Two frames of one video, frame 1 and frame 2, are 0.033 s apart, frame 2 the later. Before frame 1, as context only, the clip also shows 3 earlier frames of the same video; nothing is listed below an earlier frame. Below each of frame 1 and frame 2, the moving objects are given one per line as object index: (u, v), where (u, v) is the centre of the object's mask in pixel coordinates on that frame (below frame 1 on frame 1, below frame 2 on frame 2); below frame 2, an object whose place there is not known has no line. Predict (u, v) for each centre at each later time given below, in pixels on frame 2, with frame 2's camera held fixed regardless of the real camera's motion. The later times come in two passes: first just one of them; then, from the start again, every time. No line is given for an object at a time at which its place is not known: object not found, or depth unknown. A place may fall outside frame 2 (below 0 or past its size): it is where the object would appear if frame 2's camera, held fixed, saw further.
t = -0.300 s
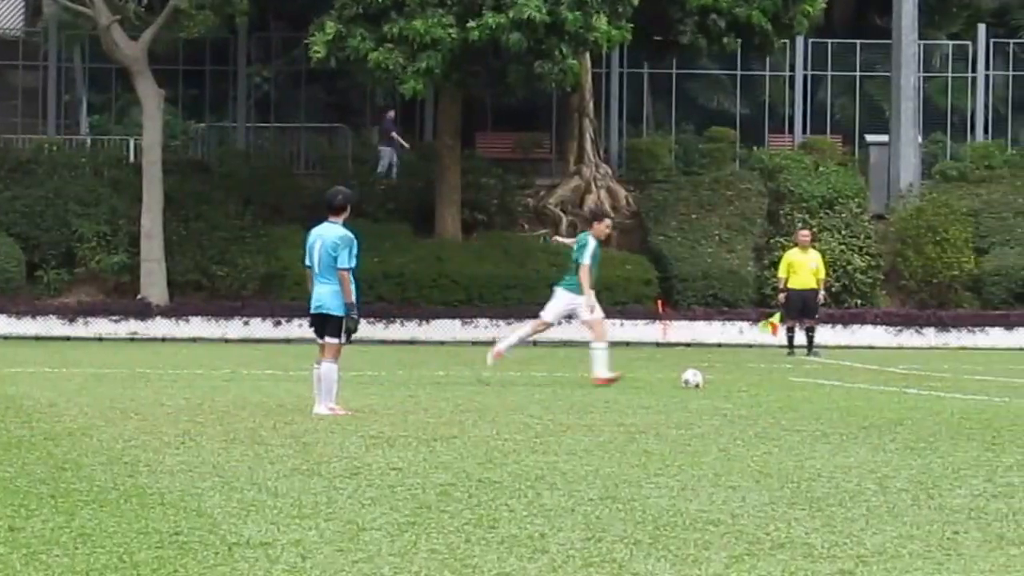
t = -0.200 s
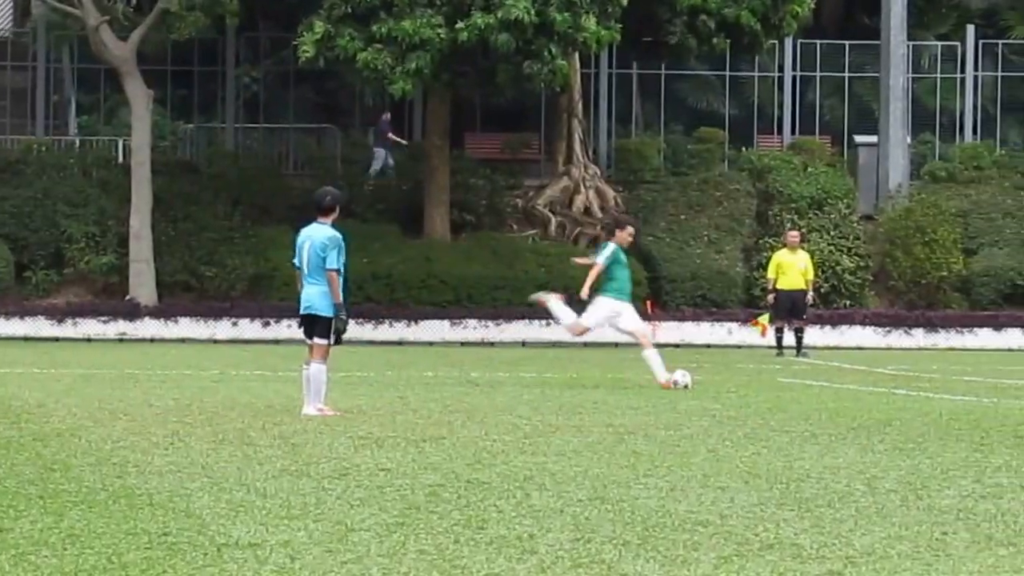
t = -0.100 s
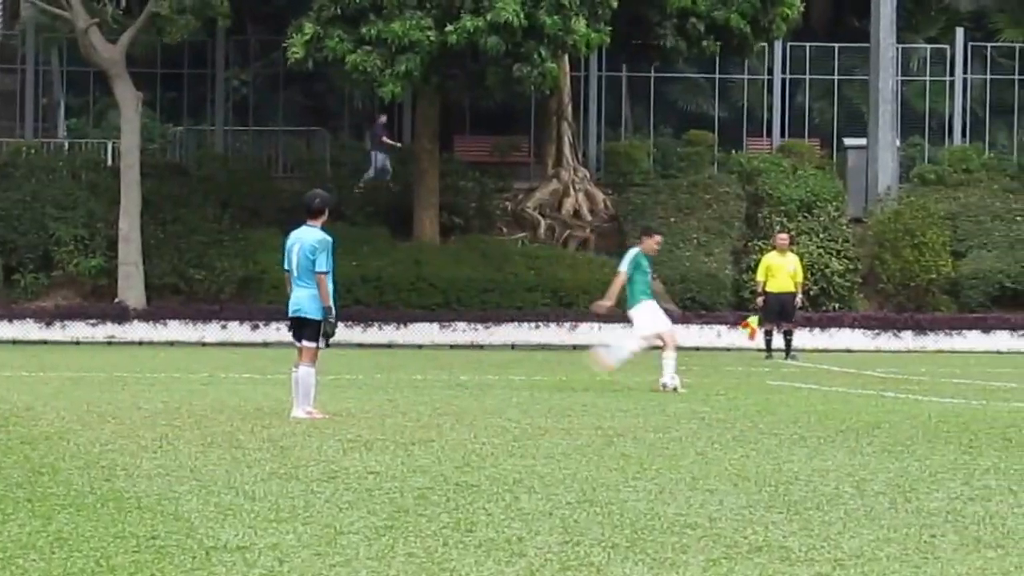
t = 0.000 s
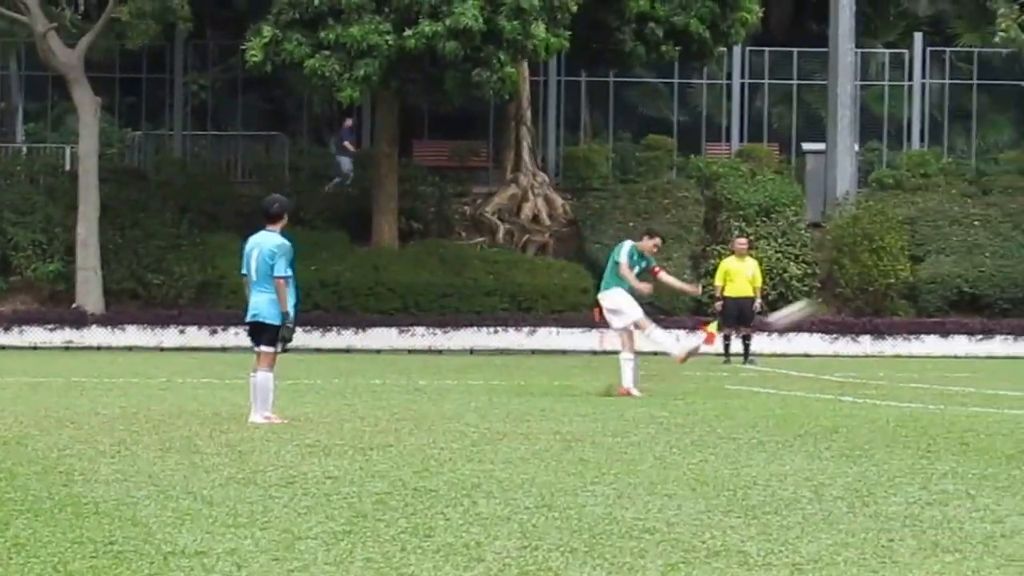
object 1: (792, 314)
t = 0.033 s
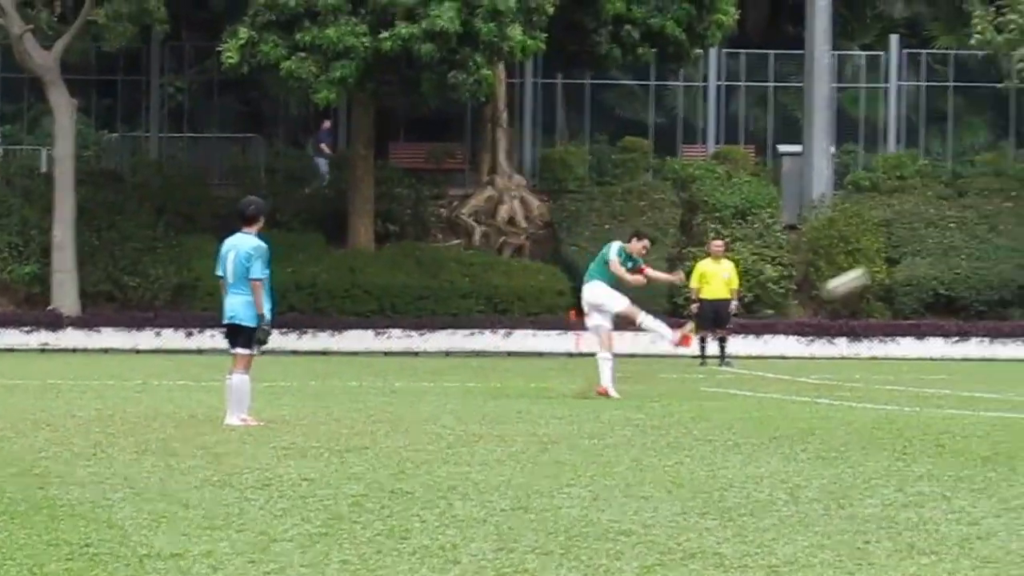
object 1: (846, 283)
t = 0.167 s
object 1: (1167, 162)
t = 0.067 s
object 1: (926, 249)
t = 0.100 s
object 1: (1003, 218)
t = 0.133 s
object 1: (1085, 190)
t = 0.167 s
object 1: (1167, 162)
